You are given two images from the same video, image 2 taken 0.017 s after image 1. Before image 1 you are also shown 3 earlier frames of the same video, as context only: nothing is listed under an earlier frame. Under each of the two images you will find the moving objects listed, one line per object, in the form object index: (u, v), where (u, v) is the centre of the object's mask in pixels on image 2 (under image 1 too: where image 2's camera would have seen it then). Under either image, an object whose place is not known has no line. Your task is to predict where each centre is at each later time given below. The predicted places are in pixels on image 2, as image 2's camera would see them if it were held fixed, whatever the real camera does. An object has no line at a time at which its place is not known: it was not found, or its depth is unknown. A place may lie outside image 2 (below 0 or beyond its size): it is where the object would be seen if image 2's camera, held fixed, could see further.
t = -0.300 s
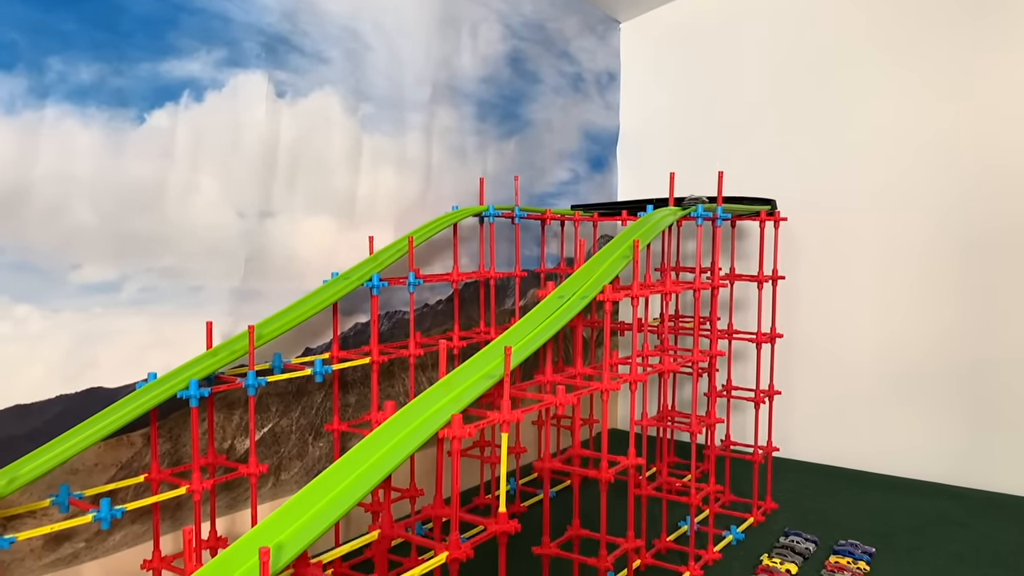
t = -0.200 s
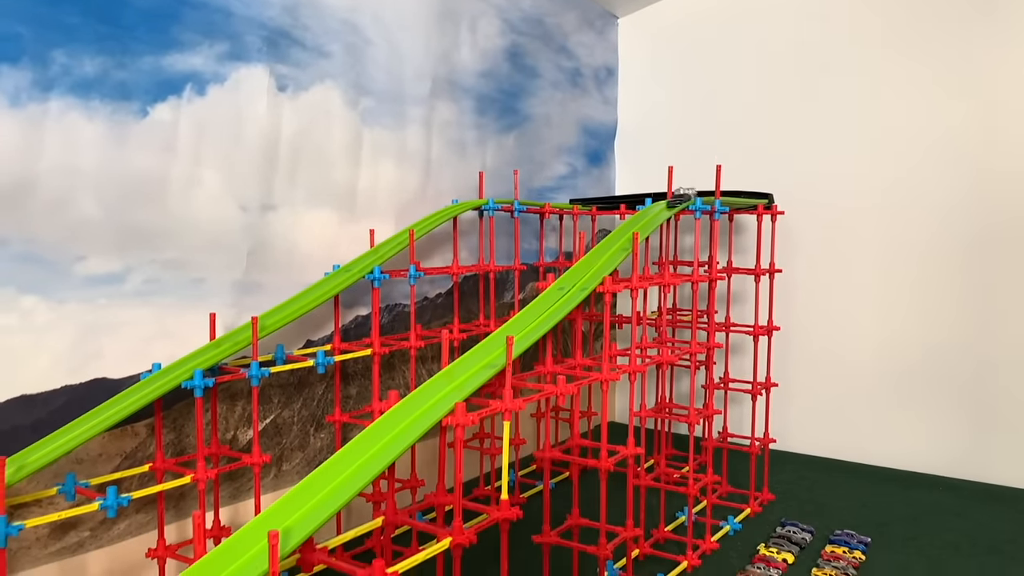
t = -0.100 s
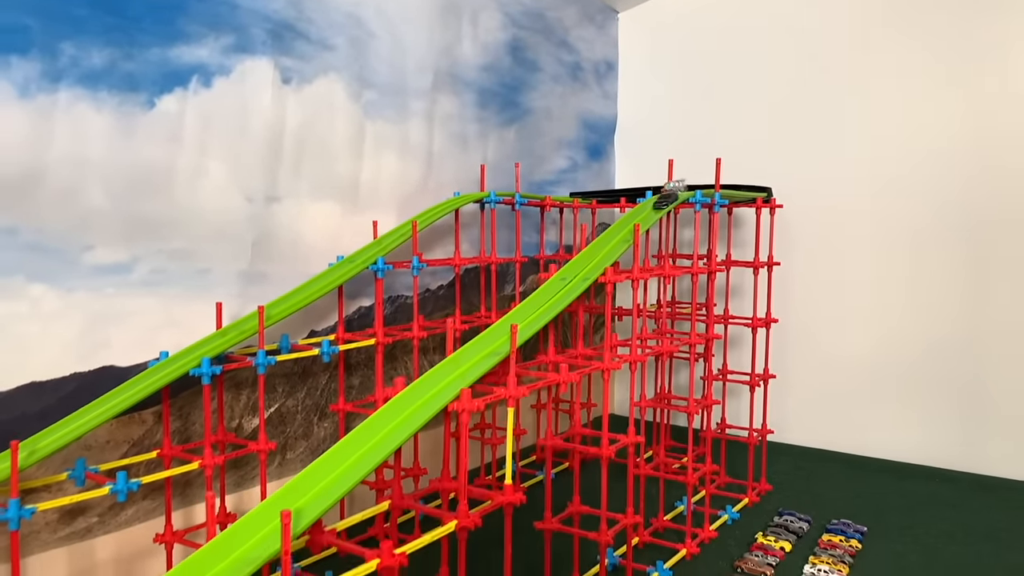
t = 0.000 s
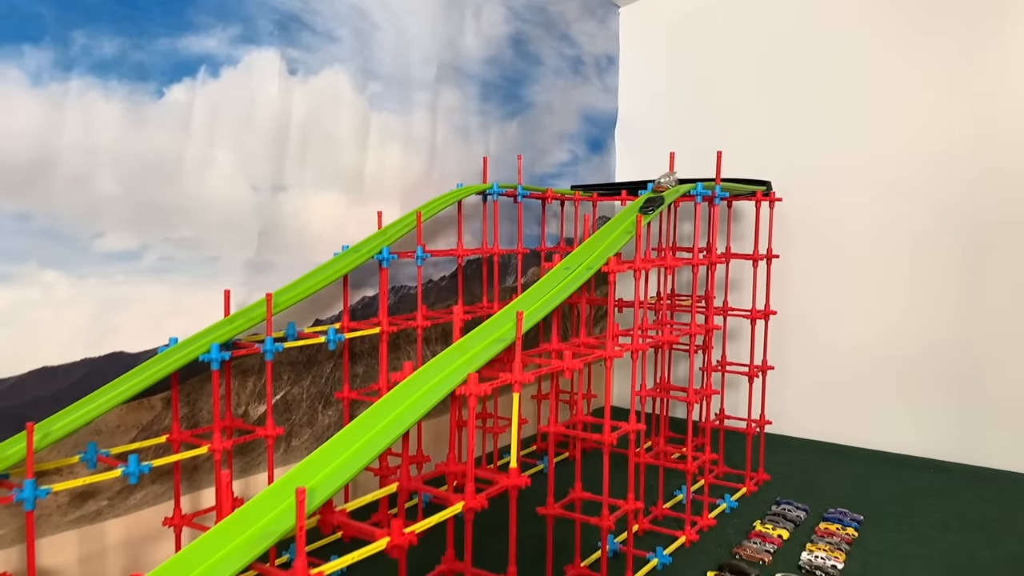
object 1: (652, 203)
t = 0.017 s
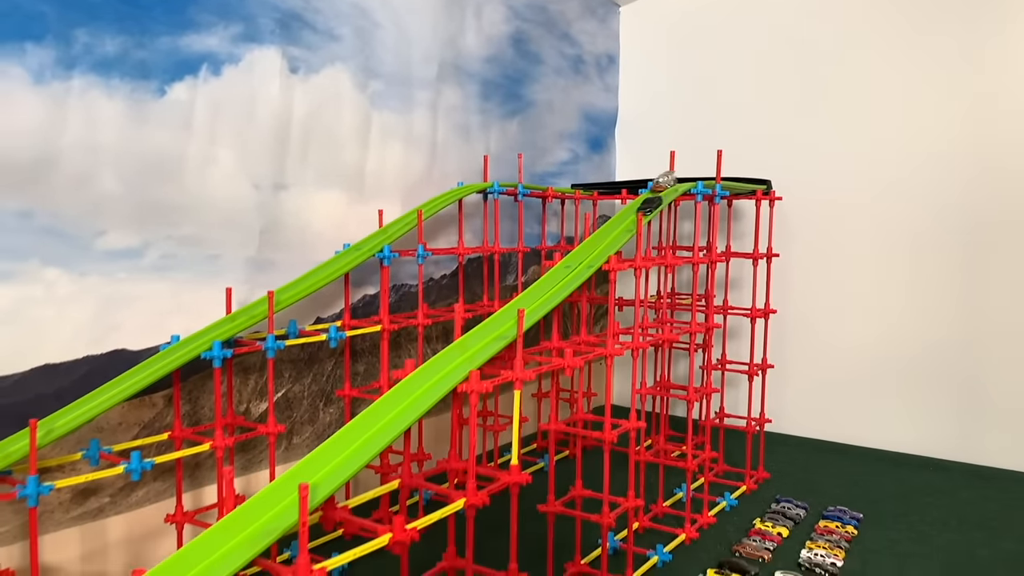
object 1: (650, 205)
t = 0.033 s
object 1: (647, 207)
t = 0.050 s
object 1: (644, 210)
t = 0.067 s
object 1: (641, 213)
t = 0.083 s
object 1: (637, 216)
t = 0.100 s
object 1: (633, 219)
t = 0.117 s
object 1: (629, 223)
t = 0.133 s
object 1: (627, 226)
